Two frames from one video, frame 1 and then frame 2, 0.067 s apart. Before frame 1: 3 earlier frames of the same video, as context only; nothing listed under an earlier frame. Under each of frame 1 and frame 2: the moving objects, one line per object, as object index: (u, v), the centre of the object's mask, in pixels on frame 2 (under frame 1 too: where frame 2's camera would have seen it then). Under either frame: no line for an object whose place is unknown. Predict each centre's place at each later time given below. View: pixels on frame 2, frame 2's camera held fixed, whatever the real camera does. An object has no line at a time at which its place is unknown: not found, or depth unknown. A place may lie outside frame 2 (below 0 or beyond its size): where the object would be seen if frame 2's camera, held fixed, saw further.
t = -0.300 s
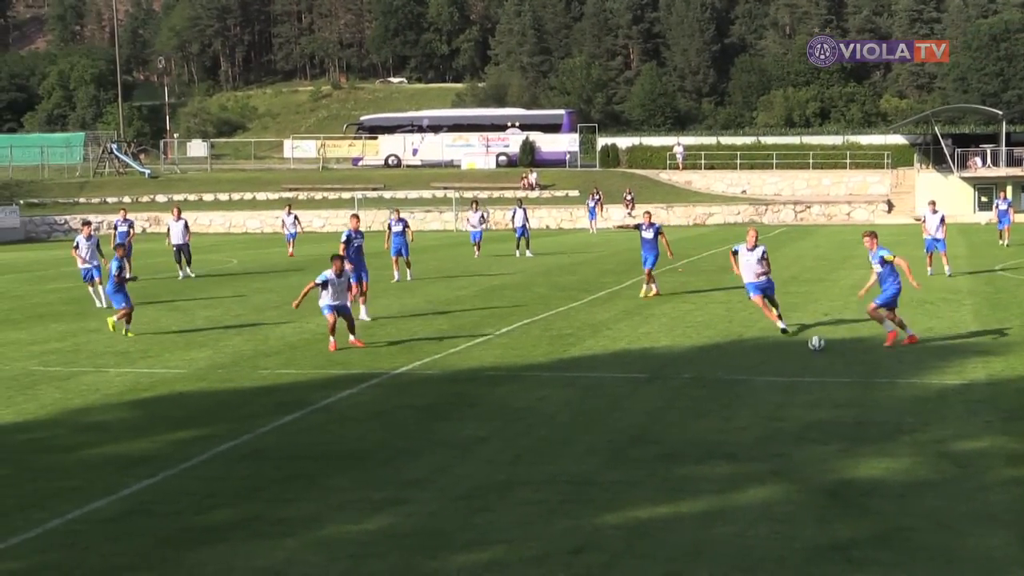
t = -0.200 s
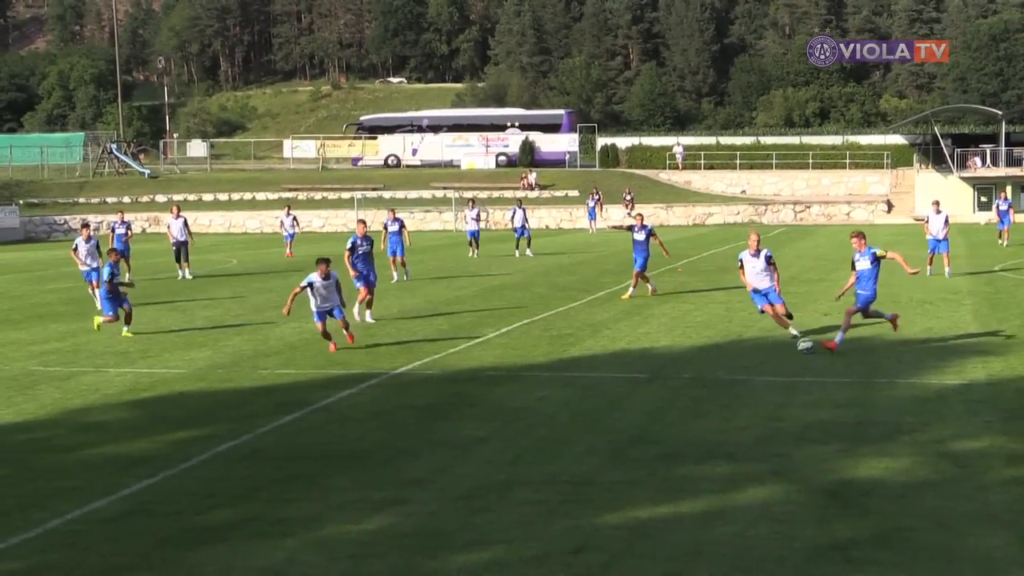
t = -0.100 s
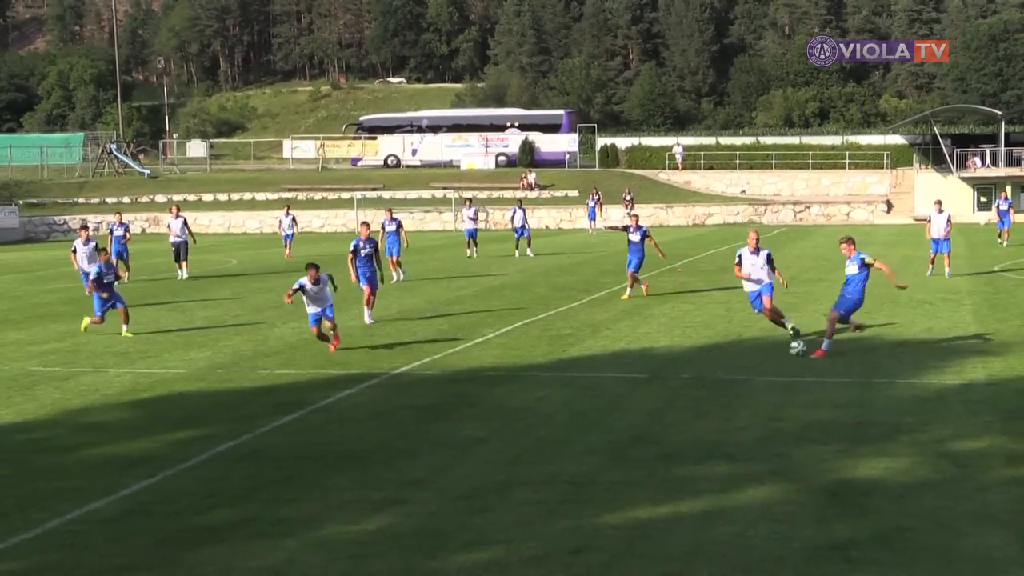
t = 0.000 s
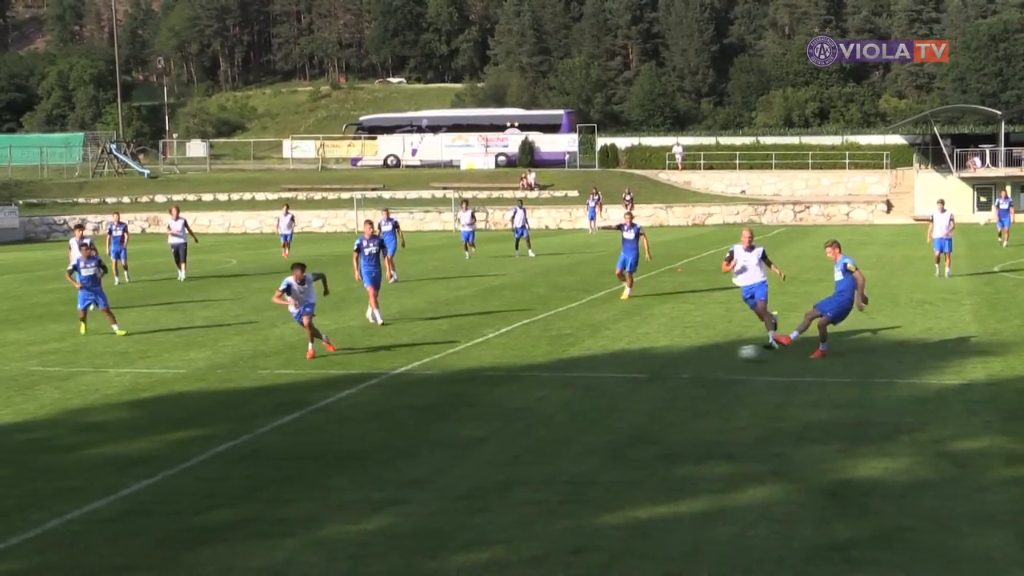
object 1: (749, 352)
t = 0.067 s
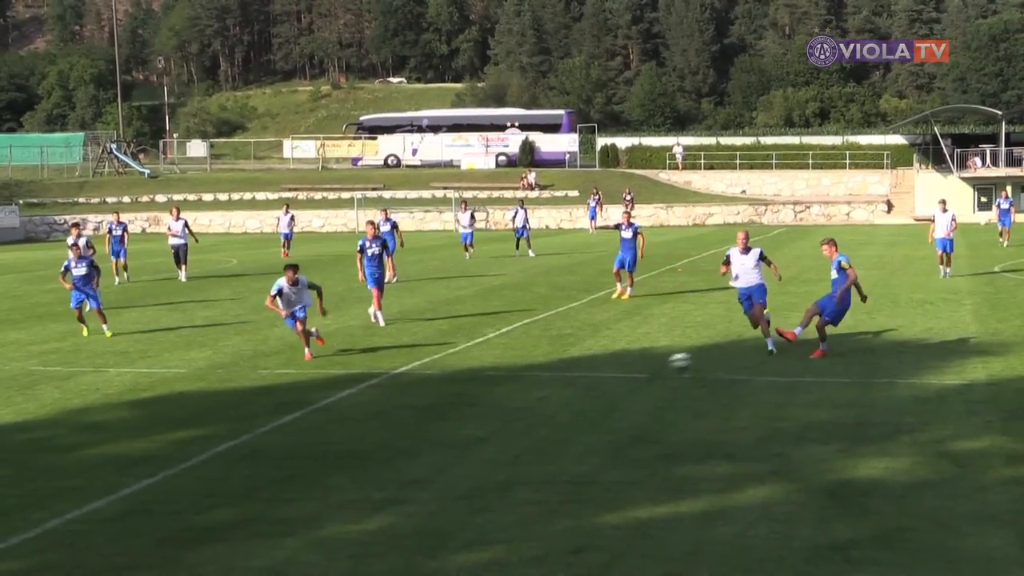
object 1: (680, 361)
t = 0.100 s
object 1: (655, 364)
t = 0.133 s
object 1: (607, 373)
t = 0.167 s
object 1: (556, 382)
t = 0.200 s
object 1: (506, 387)
